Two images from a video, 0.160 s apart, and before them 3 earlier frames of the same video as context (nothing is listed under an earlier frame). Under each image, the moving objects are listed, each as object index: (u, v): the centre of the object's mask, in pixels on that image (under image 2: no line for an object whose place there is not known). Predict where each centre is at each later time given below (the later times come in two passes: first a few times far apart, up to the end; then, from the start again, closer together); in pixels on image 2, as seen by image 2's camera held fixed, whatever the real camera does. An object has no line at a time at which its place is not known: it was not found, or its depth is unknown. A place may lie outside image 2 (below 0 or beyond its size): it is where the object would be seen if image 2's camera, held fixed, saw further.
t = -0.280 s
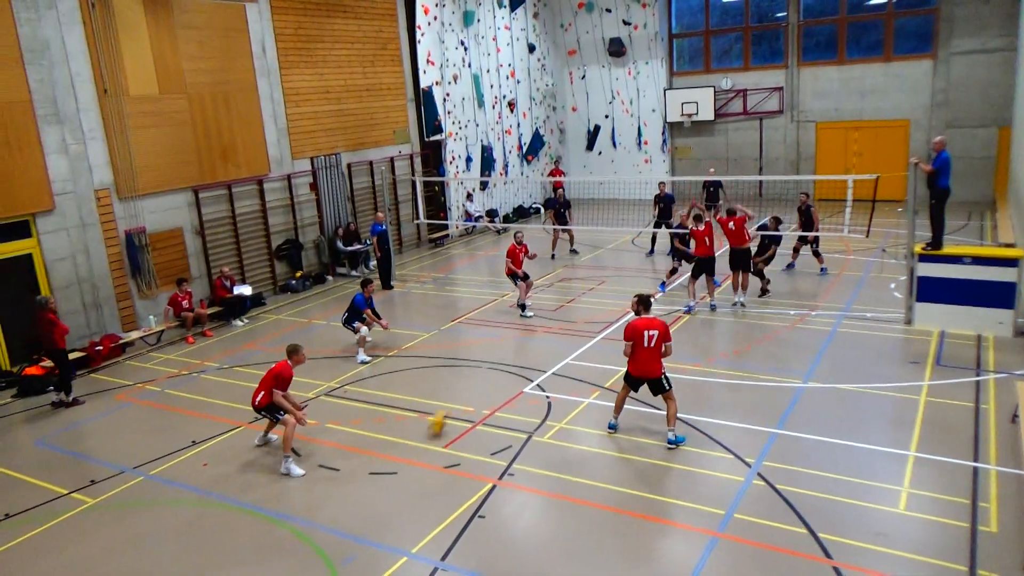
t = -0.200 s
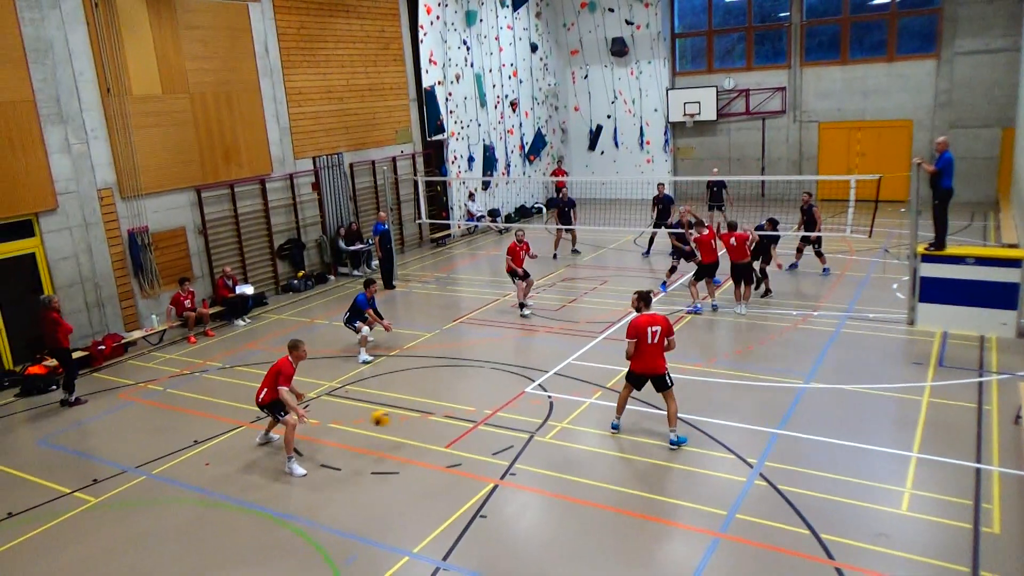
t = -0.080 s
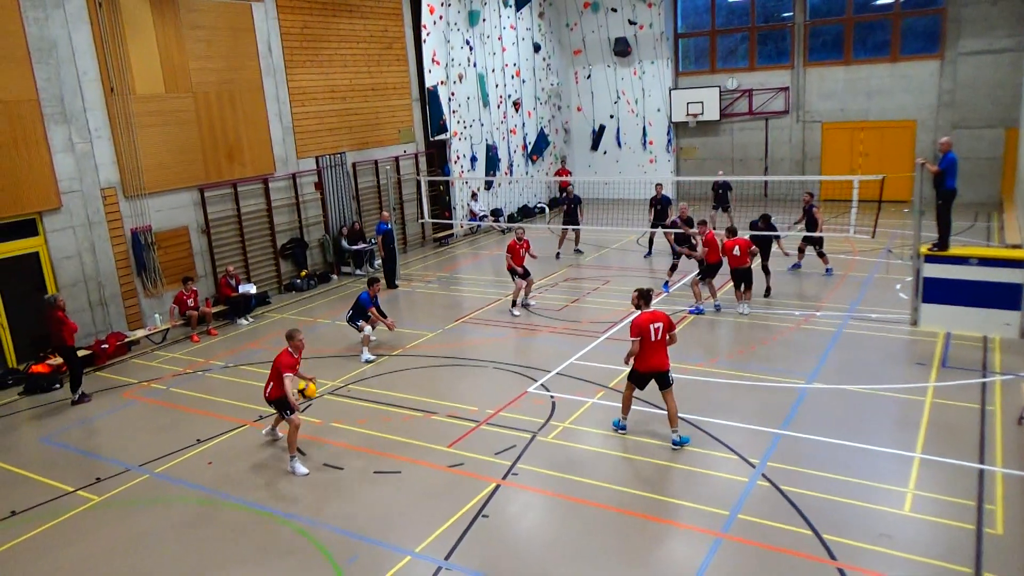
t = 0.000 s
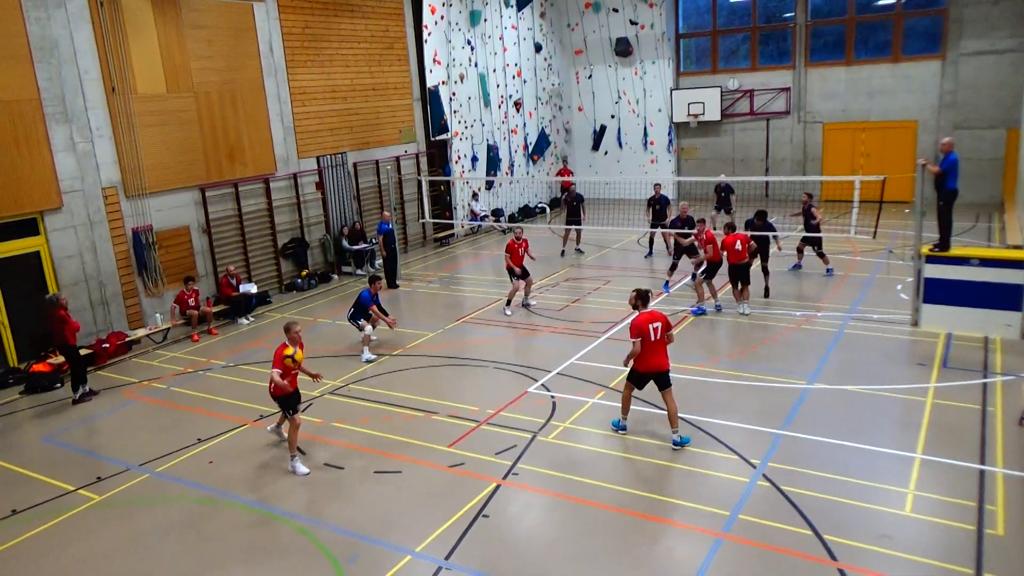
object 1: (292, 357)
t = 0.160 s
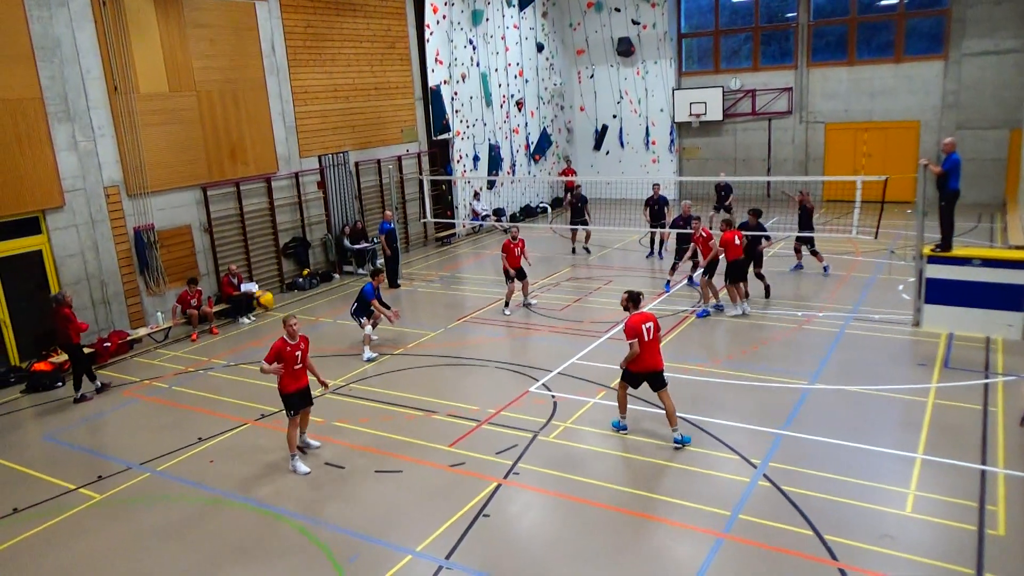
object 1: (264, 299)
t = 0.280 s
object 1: (240, 272)
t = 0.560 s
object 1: (188, 256)
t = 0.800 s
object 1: (149, 314)
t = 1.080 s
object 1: (117, 477)
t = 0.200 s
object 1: (256, 290)
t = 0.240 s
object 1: (248, 280)
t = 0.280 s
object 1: (240, 272)
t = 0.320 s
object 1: (232, 265)
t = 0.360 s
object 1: (225, 260)
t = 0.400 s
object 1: (217, 256)
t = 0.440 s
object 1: (210, 253)
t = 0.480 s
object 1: (203, 253)
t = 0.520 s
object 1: (196, 252)
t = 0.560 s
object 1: (188, 256)
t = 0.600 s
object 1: (183, 260)
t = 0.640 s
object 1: (174, 268)
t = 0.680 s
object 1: (167, 276)
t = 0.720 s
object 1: (161, 287)
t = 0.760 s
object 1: (155, 300)
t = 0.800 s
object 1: (149, 314)
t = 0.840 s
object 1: (143, 331)
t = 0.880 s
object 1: (138, 350)
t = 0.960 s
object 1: (127, 395)
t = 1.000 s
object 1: (124, 420)
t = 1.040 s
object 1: (120, 448)
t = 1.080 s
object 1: (117, 477)
